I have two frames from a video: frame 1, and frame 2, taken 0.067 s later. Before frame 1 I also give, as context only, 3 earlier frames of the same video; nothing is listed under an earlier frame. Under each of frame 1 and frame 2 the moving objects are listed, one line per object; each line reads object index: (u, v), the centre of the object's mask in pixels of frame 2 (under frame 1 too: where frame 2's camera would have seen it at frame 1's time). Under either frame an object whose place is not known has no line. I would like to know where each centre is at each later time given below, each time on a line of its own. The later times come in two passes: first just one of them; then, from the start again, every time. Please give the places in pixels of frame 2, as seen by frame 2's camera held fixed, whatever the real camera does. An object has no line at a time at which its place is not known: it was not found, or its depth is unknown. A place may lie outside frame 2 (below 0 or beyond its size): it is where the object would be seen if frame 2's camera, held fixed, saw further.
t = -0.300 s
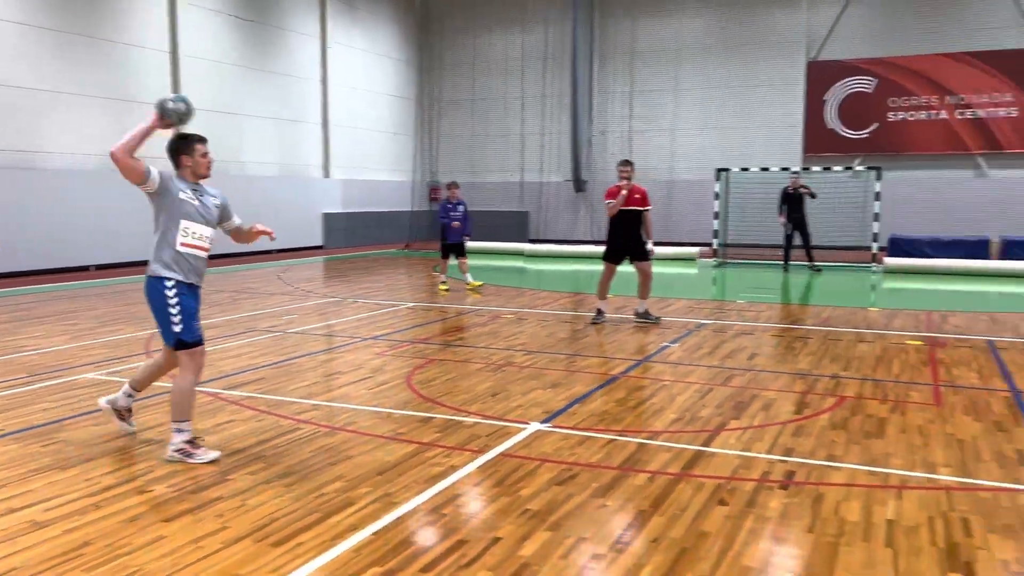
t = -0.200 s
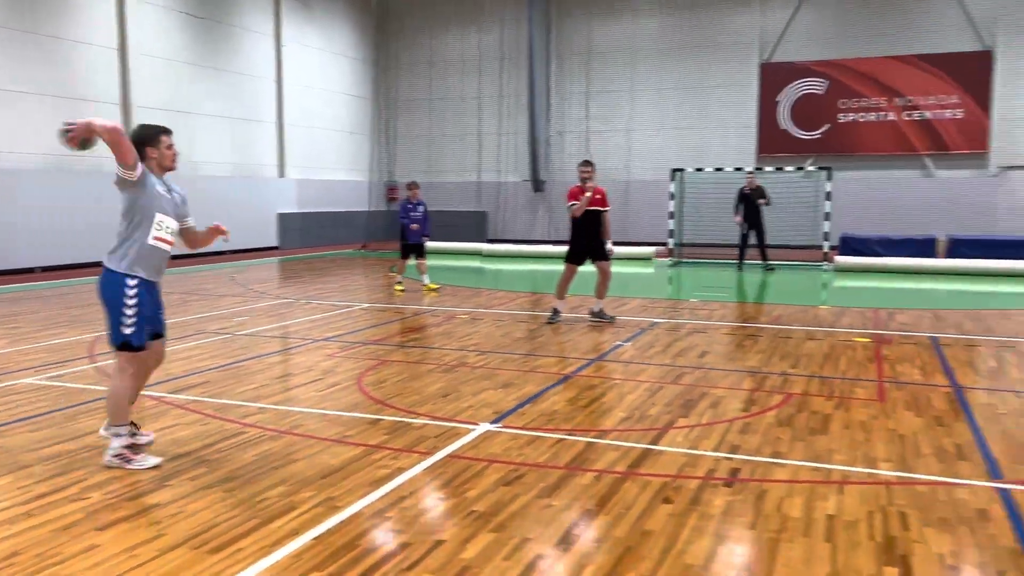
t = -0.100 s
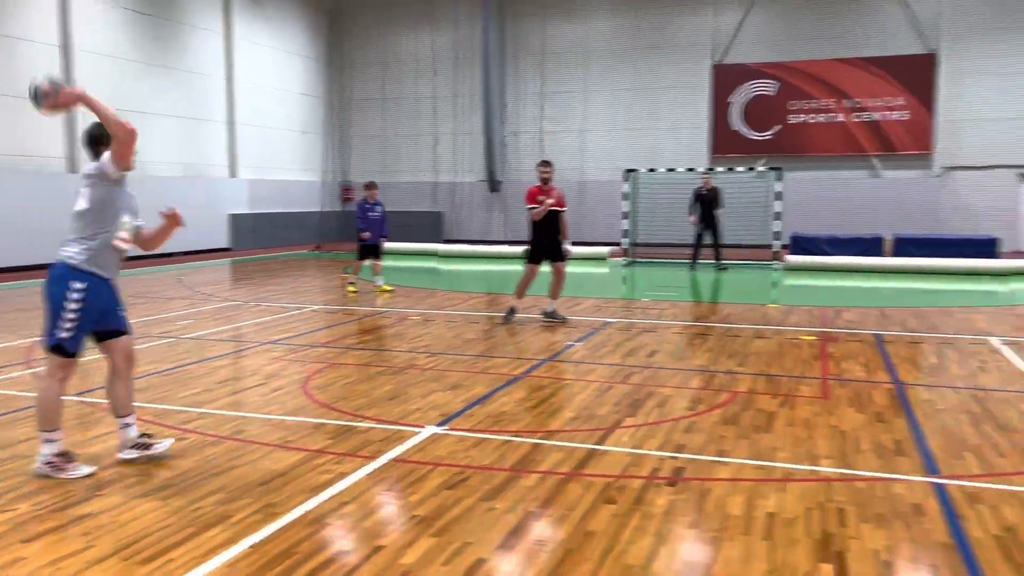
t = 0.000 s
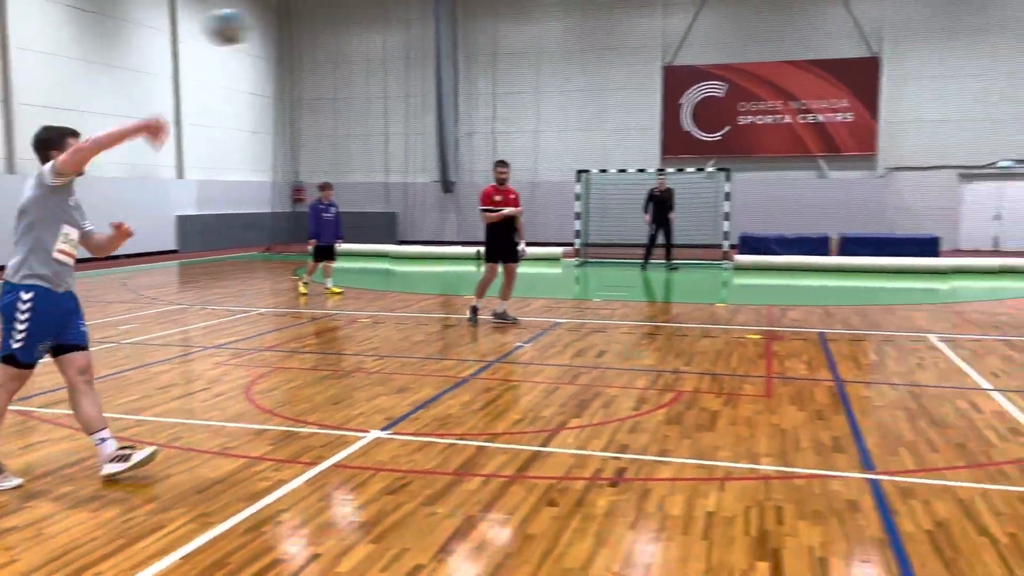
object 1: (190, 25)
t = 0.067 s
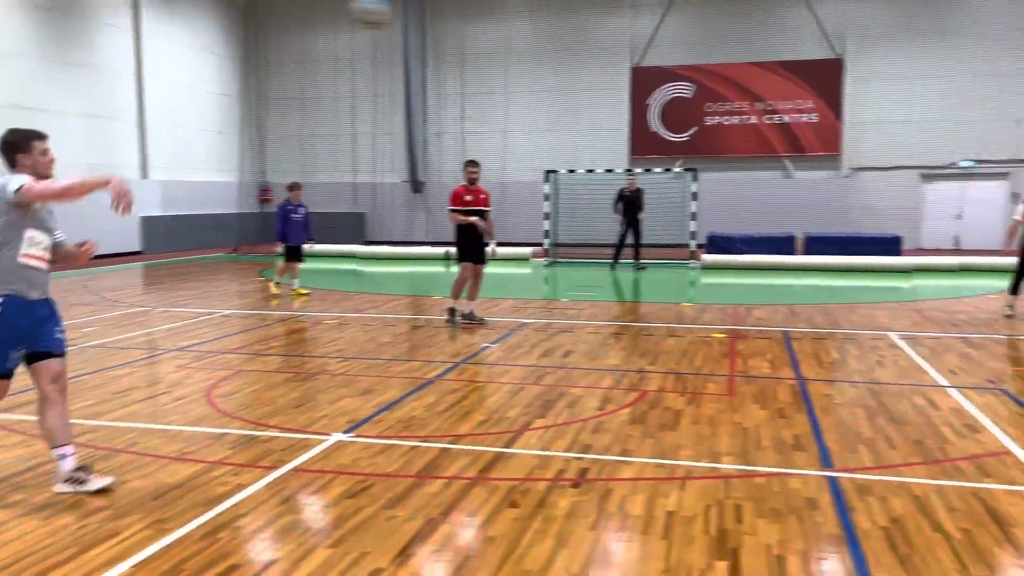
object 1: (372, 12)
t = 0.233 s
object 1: (731, 10)
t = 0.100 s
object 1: (450, 7)
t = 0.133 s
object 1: (528, 11)
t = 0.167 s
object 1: (599, 10)
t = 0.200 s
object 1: (667, 9)
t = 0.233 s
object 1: (731, 10)
